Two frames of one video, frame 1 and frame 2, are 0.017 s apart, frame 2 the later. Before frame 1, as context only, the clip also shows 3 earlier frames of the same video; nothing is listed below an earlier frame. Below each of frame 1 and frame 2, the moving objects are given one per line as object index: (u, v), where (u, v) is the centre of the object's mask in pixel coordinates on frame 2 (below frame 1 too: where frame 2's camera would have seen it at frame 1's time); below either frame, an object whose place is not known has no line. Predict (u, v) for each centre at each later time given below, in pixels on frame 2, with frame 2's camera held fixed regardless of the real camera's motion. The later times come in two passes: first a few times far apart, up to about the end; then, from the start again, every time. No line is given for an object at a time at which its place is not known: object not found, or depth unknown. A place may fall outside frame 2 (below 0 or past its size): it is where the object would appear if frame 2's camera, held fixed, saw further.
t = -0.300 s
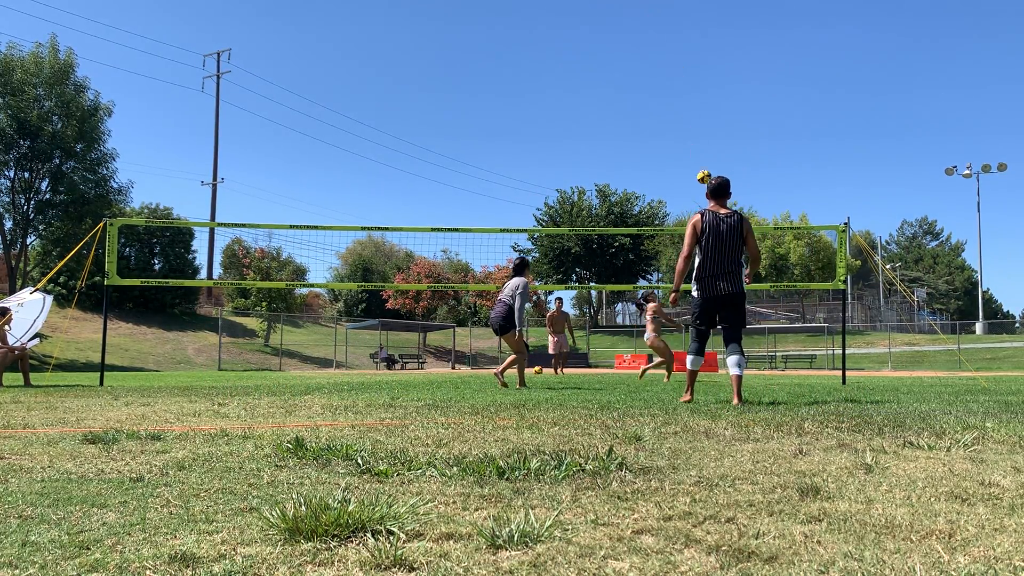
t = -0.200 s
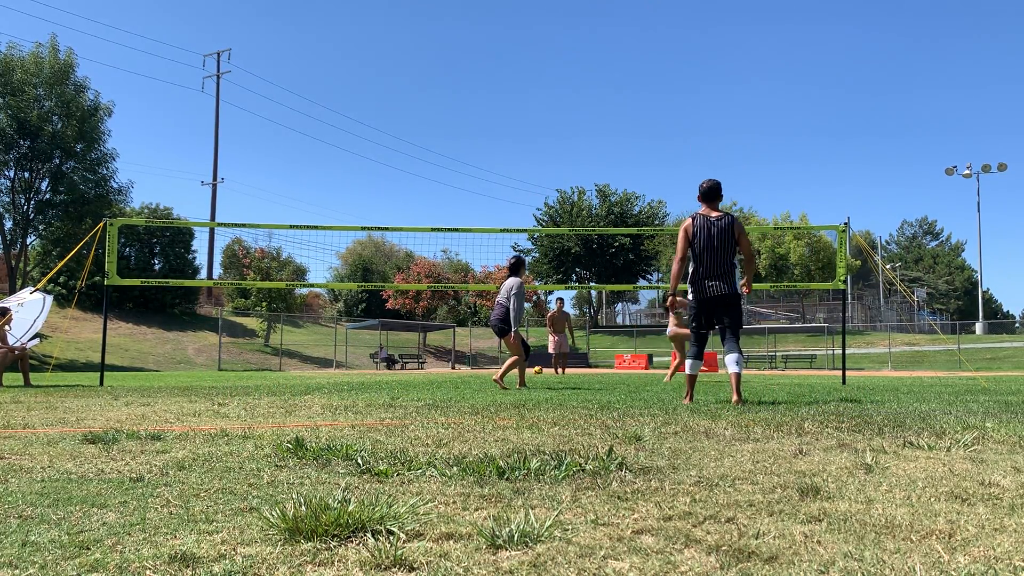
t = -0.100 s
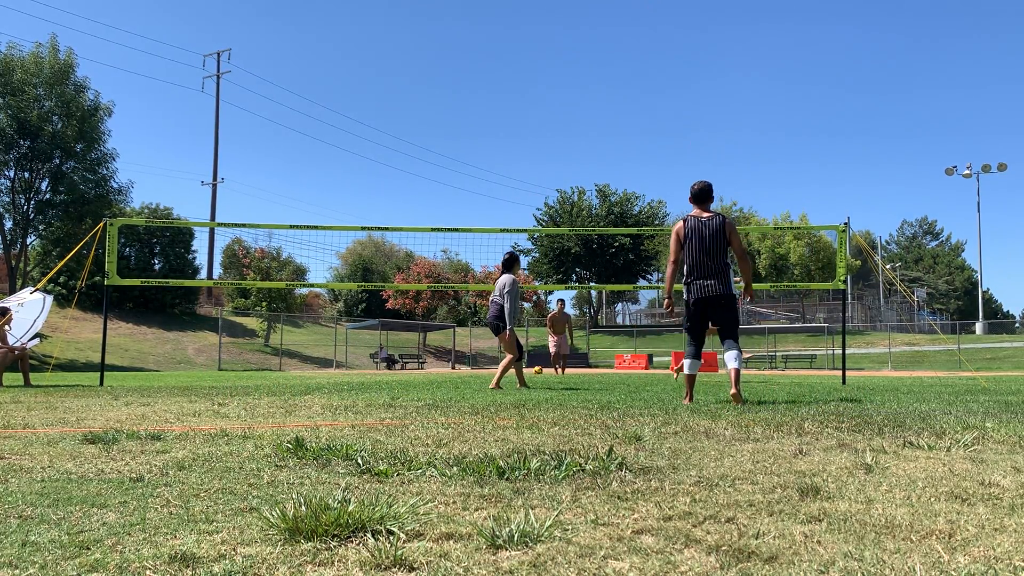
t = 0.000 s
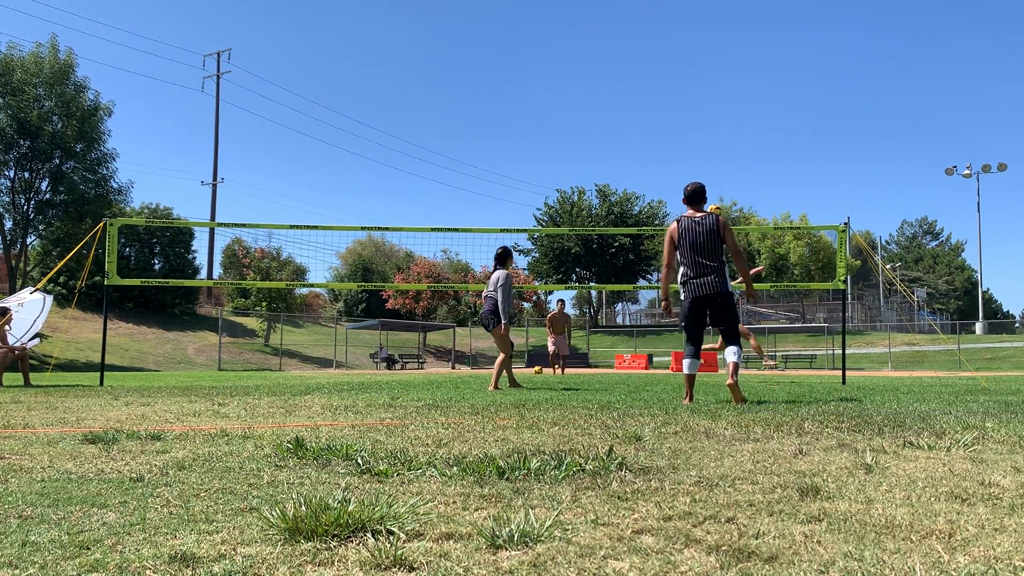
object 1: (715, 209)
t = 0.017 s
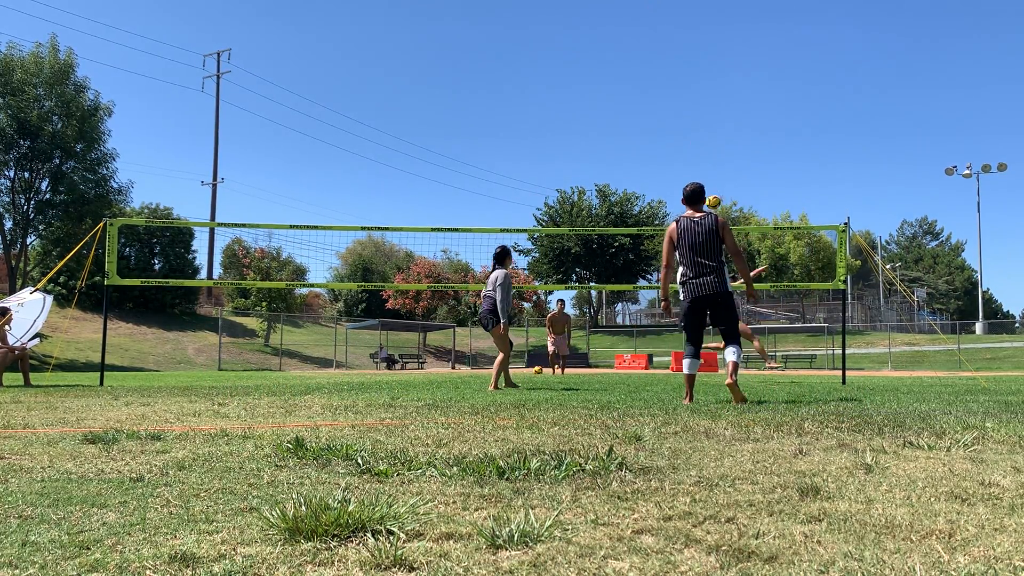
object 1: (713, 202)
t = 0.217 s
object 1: (695, 115)
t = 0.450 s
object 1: (676, 53)
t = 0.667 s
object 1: (659, 27)
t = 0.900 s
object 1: (641, 30)
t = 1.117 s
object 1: (626, 59)
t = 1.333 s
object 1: (613, 112)
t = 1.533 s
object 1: (601, 180)
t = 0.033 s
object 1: (712, 194)
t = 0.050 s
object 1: (710, 185)
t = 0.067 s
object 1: (709, 177)
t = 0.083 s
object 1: (707, 169)
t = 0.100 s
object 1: (706, 162)
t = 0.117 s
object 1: (704, 154)
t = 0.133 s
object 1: (703, 147)
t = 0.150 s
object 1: (701, 140)
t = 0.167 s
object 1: (700, 134)
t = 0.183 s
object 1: (698, 127)
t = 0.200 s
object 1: (697, 121)
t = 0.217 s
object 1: (695, 115)
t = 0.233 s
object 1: (694, 109)
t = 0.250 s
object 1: (692, 104)
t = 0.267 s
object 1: (691, 99)
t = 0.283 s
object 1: (690, 93)
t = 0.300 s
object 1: (688, 88)
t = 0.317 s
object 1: (687, 84)
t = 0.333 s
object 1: (686, 79)
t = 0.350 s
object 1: (684, 75)
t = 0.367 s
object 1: (683, 70)
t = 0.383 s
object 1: (681, 66)
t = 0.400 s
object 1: (680, 63)
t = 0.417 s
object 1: (679, 59)
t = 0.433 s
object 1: (677, 56)
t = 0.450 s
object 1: (676, 53)
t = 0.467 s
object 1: (674, 50)
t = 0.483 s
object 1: (673, 47)
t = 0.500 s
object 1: (672, 44)
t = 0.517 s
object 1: (671, 42)
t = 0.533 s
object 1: (669, 39)
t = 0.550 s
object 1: (668, 37)
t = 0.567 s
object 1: (667, 35)
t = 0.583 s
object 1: (665, 33)
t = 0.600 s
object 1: (664, 31)
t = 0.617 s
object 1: (662, 30)
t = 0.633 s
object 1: (661, 29)
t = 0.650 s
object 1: (660, 28)
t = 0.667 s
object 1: (659, 27)
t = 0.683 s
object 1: (657, 26)
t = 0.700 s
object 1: (656, 25)
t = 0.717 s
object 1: (654, 25)
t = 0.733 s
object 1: (653, 25)
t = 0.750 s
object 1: (652, 25)
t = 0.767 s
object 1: (651, 25)
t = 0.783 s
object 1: (650, 25)
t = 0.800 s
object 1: (649, 25)
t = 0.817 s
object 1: (647, 25)
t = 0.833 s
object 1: (646, 26)
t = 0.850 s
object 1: (645, 27)
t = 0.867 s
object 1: (644, 27)
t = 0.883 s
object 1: (642, 29)
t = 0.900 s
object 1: (641, 30)
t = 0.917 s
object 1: (640, 31)
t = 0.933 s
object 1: (638, 33)
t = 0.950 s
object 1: (637, 35)
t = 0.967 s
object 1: (636, 37)
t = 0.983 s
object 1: (635, 39)
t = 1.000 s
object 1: (634, 41)
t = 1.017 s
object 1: (633, 43)
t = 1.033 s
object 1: (632, 45)
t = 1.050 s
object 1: (631, 48)
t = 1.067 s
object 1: (629, 50)
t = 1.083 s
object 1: (629, 53)
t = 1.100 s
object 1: (628, 56)
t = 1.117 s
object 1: (626, 59)
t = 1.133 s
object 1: (625, 63)
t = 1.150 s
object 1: (624, 66)
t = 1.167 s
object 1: (623, 70)
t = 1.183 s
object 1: (622, 73)
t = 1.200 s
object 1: (621, 77)
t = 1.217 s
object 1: (620, 81)
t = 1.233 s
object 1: (619, 85)
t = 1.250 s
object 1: (618, 89)
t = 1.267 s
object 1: (617, 93)
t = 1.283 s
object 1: (616, 98)
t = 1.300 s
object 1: (615, 103)
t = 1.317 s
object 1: (614, 107)
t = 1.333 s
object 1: (613, 112)
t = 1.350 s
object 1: (612, 117)
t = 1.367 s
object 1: (611, 122)
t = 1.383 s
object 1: (610, 127)
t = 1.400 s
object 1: (609, 133)
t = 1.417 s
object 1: (608, 138)
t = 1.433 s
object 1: (607, 143)
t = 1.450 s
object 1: (606, 150)
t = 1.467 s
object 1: (605, 155)
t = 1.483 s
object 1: (604, 161)
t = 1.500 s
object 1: (603, 167)
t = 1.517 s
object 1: (603, 173)
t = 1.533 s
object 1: (601, 180)
